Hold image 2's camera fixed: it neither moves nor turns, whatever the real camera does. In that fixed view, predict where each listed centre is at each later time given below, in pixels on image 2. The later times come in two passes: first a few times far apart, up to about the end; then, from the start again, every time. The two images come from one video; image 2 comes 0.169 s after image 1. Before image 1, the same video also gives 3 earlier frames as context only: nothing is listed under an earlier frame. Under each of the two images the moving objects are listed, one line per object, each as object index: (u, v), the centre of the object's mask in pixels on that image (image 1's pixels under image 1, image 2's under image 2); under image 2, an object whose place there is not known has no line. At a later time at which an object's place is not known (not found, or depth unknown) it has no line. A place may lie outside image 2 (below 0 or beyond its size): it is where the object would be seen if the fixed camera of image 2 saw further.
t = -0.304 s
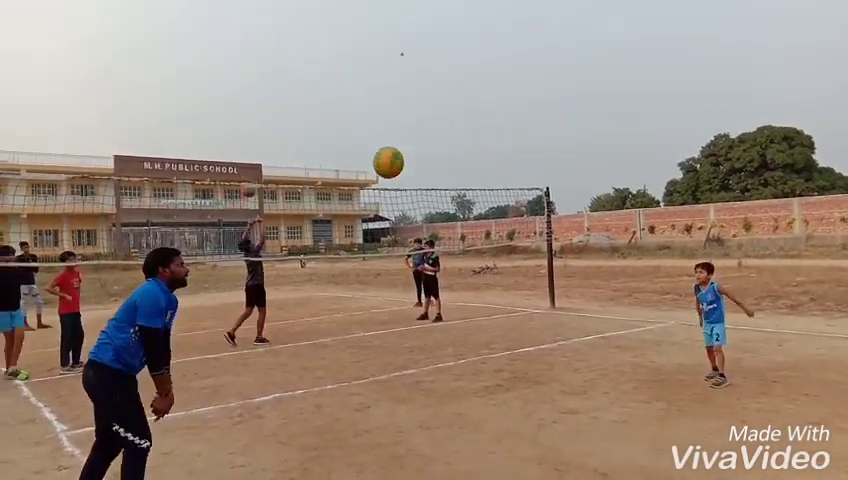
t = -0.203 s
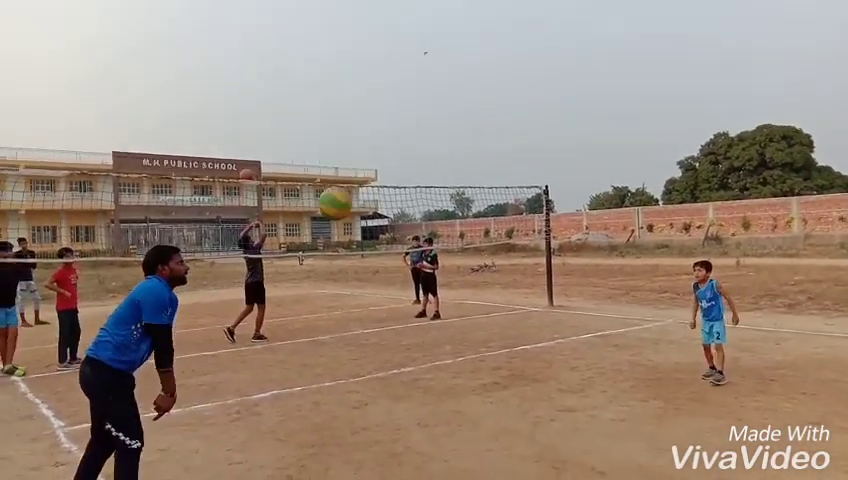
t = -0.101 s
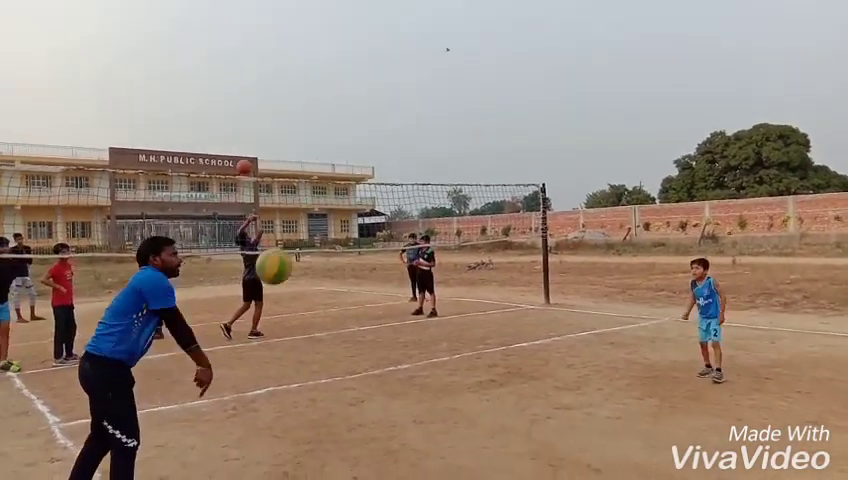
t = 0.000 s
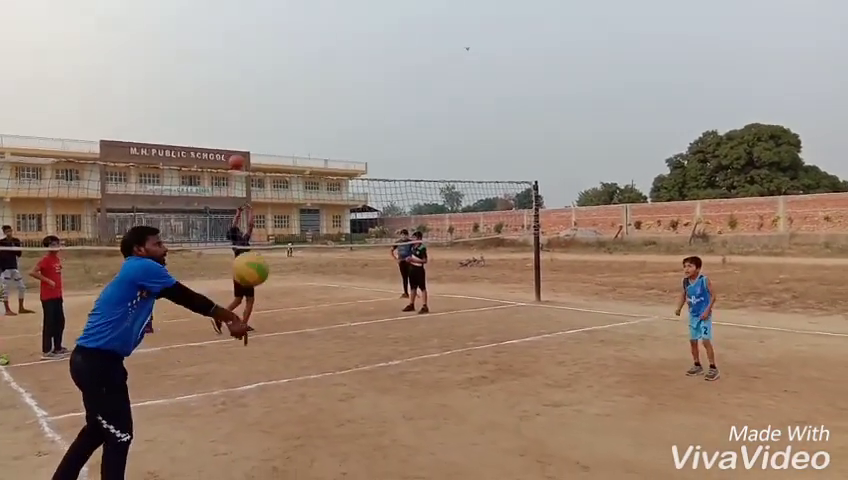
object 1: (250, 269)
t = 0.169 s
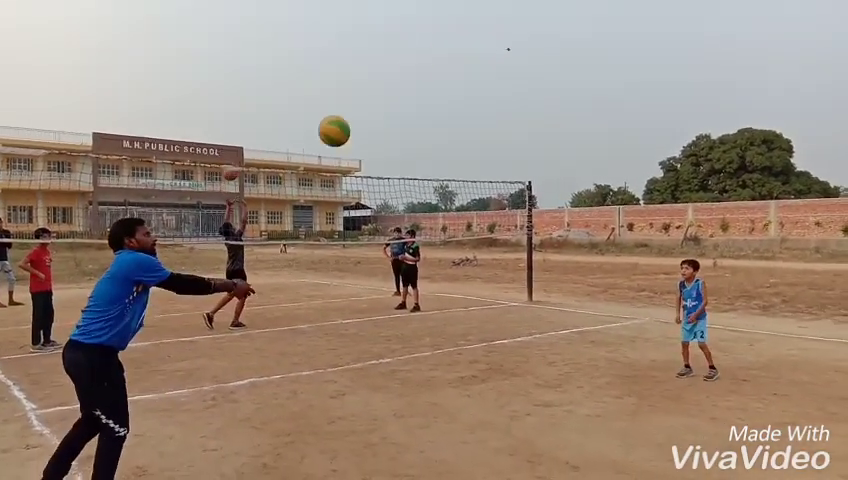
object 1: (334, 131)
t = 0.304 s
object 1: (392, 74)
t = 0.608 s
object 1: (493, 54)
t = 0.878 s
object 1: (558, 121)
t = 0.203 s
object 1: (350, 113)
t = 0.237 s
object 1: (364, 98)
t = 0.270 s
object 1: (379, 85)
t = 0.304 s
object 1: (392, 74)
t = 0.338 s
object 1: (405, 66)
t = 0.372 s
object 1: (418, 59)
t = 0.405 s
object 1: (430, 53)
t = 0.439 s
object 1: (442, 50)
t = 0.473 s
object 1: (453, 48)
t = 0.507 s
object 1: (463, 47)
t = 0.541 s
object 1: (473, 48)
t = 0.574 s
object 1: (484, 51)
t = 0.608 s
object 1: (493, 54)
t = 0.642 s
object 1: (502, 59)
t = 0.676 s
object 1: (511, 65)
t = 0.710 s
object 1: (520, 72)
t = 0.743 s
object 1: (528, 80)
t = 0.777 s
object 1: (536, 89)
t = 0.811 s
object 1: (543, 99)
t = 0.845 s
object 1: (551, 110)
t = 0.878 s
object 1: (558, 121)
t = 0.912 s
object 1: (565, 134)
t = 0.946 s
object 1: (572, 147)
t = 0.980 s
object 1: (579, 161)
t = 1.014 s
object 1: (586, 175)
